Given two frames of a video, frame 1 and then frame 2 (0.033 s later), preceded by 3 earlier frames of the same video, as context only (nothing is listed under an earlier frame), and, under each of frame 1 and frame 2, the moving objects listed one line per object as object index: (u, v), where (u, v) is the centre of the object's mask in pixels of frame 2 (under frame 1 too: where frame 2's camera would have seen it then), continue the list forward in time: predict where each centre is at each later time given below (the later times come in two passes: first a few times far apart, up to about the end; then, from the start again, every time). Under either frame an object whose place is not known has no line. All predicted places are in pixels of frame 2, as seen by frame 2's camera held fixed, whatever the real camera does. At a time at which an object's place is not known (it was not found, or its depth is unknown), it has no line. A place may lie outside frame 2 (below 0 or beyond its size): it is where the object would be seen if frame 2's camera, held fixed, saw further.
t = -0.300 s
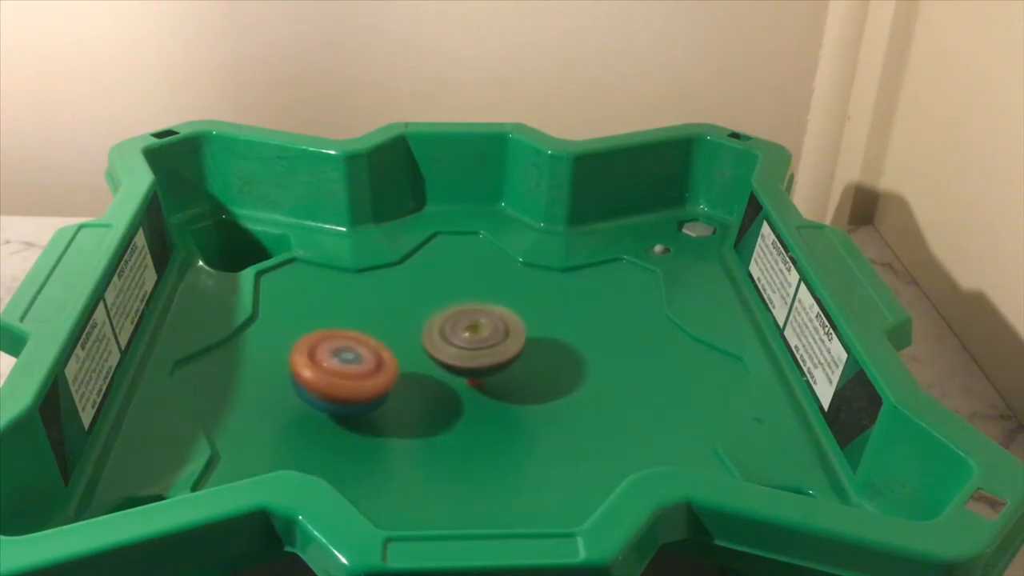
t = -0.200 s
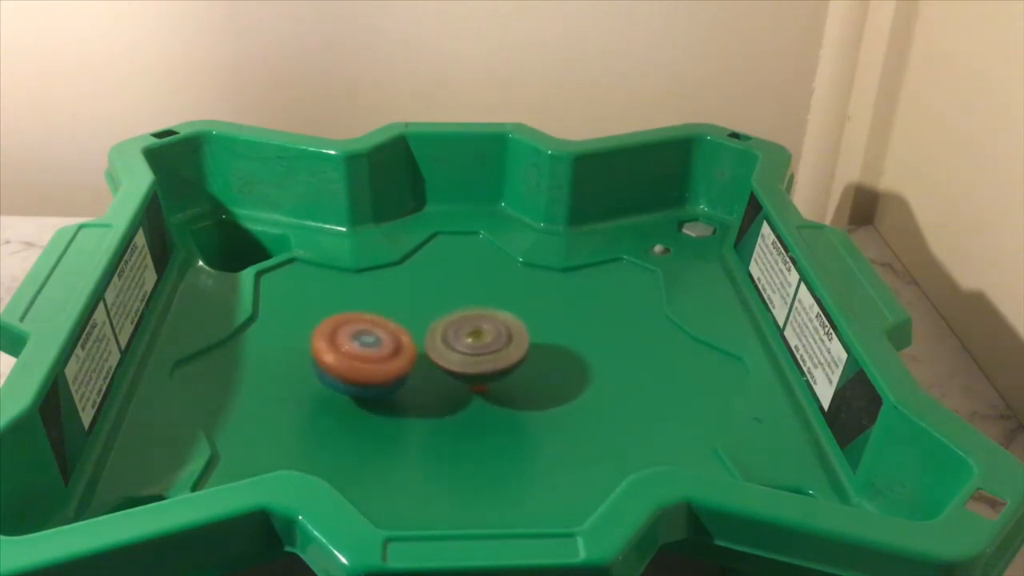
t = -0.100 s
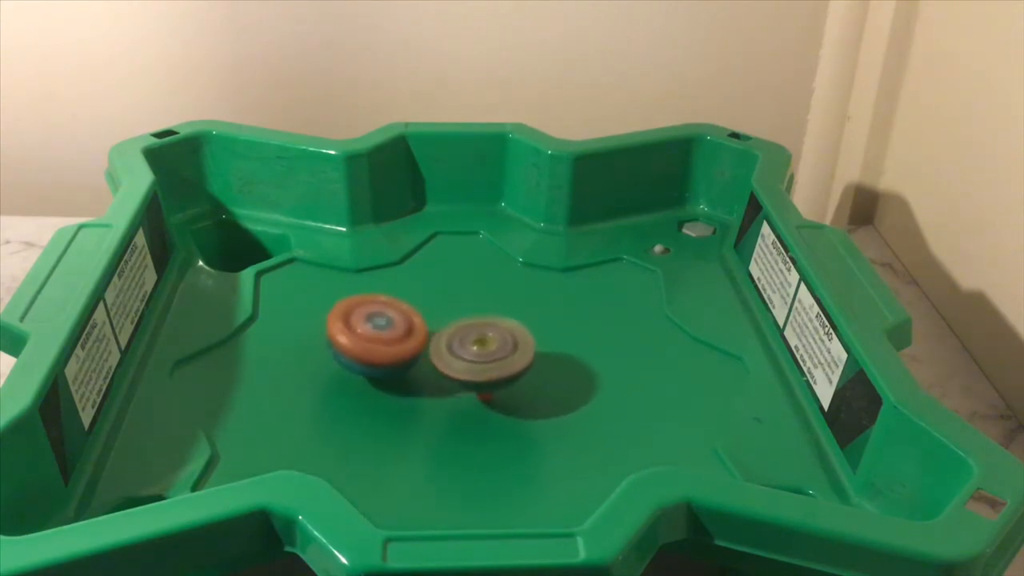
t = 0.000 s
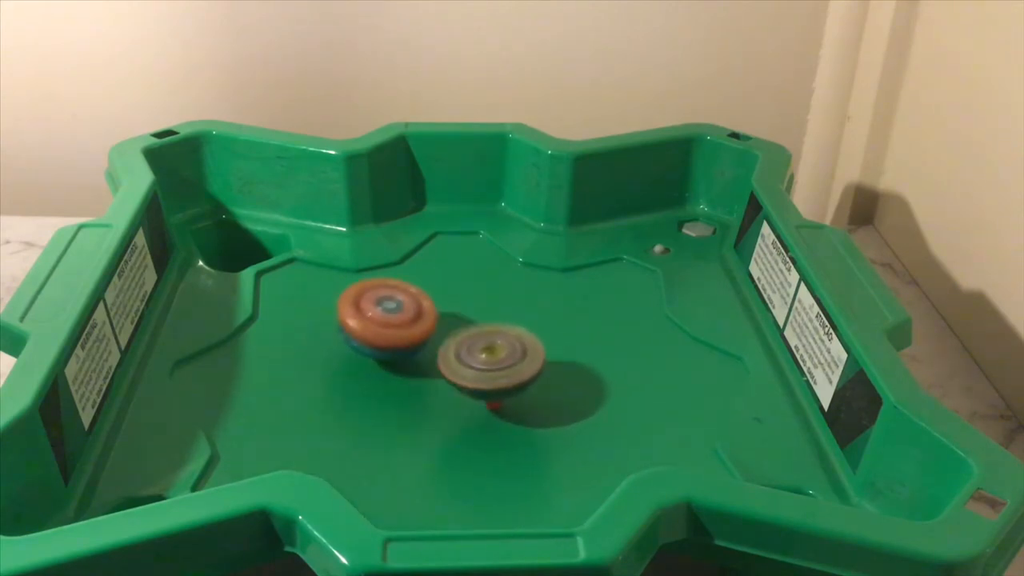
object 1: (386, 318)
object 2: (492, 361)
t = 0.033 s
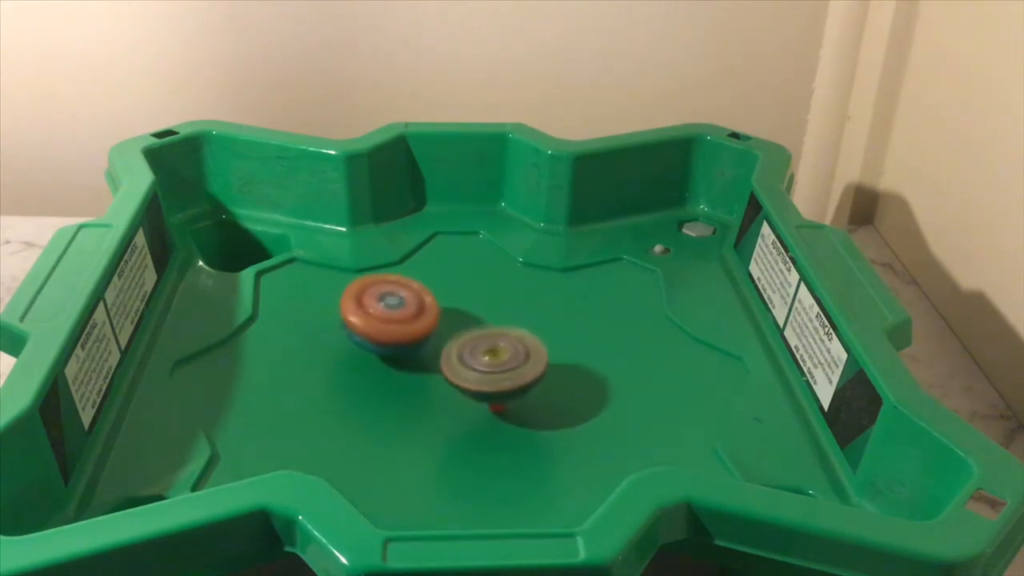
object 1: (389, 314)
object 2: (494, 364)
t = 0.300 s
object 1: (410, 304)
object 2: (506, 376)
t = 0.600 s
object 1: (486, 322)
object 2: (480, 386)
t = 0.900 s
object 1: (558, 328)
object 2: (436, 413)
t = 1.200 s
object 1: (546, 356)
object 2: (431, 407)
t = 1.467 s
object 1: (557, 397)
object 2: (369, 377)
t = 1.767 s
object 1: (535, 413)
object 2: (336, 355)
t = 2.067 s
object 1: (440, 415)
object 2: (389, 343)
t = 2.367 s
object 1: (367, 406)
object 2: (469, 325)
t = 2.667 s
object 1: (362, 383)
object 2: (514, 324)
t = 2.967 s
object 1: (395, 342)
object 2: (516, 355)
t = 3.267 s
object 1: (429, 321)
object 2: (495, 398)
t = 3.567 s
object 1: (472, 334)
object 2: (460, 417)
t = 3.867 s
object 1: (526, 365)
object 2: (423, 401)
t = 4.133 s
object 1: (540, 384)
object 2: (393, 364)
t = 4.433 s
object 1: (493, 402)
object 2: (386, 333)
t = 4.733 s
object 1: (418, 412)
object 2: (420, 333)
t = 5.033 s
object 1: (391, 402)
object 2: (494, 348)
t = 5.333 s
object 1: (396, 365)
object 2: (533, 363)
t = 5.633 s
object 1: (414, 335)
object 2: (508, 378)
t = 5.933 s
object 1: (444, 329)
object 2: (435, 395)
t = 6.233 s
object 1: (498, 361)
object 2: (395, 395)
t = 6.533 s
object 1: (525, 381)
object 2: (404, 373)
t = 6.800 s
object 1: (515, 397)
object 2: (418, 335)
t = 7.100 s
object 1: (463, 407)
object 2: (428, 319)
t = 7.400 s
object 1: (396, 401)
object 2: (464, 338)
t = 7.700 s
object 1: (378, 392)
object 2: (510, 364)
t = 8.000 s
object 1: (410, 361)
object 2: (511, 386)
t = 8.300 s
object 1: (449, 328)
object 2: (467, 397)
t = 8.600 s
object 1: (473, 331)
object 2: (407, 387)
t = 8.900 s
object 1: (502, 370)
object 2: (380, 365)
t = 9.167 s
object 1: (507, 399)
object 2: (400, 349)
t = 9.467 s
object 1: (474, 409)
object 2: (459, 337)
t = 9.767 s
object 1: (412, 404)
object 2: (506, 338)
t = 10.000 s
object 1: (388, 383)
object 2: (513, 354)
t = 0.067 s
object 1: (391, 310)
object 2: (497, 366)
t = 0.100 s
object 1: (393, 307)
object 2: (499, 367)
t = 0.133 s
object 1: (396, 305)
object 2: (501, 369)
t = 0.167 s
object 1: (398, 304)
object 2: (503, 371)
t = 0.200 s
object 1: (401, 303)
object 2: (505, 373)
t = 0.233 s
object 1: (403, 303)
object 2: (506, 374)
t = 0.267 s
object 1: (406, 304)
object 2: (506, 375)
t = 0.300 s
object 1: (410, 304)
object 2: (506, 376)
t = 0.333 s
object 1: (415, 306)
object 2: (505, 378)
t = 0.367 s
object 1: (420, 308)
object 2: (503, 379)
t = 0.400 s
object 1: (427, 311)
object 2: (501, 380)
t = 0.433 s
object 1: (435, 313)
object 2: (499, 381)
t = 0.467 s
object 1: (443, 315)
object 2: (496, 381)
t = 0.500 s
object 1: (452, 317)
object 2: (492, 383)
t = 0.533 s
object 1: (462, 318)
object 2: (489, 384)
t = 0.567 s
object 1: (473, 320)
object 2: (485, 385)
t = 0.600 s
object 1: (486, 322)
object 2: (480, 386)
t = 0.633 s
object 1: (498, 323)
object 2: (473, 387)
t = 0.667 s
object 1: (511, 326)
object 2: (465, 392)
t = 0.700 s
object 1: (522, 328)
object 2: (459, 396)
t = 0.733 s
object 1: (532, 329)
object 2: (455, 400)
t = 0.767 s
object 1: (540, 328)
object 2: (450, 403)
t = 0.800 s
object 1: (546, 327)
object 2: (446, 406)
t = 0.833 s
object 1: (552, 327)
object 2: (442, 409)
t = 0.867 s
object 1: (555, 328)
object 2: (439, 411)
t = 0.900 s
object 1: (558, 328)
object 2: (436, 413)
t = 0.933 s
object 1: (558, 328)
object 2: (434, 414)
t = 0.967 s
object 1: (559, 329)
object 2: (433, 415)
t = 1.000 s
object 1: (559, 331)
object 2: (433, 415)
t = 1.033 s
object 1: (559, 333)
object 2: (432, 415)
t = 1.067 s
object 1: (557, 335)
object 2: (432, 414)
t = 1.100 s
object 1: (555, 340)
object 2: (432, 414)
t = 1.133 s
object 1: (552, 343)
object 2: (432, 412)
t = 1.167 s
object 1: (549, 349)
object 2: (431, 410)
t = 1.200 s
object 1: (546, 356)
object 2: (431, 407)
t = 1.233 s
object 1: (541, 362)
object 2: (431, 403)
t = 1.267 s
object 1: (538, 369)
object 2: (430, 400)
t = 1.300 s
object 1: (536, 375)
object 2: (429, 395)
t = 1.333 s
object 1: (543, 382)
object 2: (411, 391)
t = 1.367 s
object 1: (549, 386)
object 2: (398, 388)
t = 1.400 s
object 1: (553, 390)
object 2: (387, 384)
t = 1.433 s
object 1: (555, 394)
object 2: (377, 381)
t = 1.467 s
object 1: (557, 397)
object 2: (369, 377)
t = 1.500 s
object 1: (558, 400)
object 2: (361, 374)
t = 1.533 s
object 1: (558, 402)
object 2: (354, 371)
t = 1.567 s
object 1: (557, 405)
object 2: (349, 368)
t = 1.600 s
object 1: (556, 407)
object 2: (345, 366)
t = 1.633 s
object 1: (554, 408)
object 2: (340, 363)
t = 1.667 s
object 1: (551, 410)
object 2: (338, 361)
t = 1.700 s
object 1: (546, 411)
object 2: (336, 359)
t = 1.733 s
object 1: (541, 412)
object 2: (336, 357)
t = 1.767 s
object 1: (535, 413)
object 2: (336, 355)
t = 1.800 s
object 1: (527, 414)
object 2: (338, 354)
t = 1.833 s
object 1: (519, 415)
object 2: (341, 353)
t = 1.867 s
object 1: (509, 415)
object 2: (345, 352)
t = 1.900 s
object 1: (498, 415)
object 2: (350, 351)
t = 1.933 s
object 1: (487, 416)
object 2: (356, 350)
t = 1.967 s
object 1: (475, 416)
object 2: (364, 348)
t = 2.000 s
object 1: (463, 416)
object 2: (371, 347)
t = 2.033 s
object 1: (452, 415)
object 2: (380, 345)
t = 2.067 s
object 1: (440, 415)
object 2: (389, 343)
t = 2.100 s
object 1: (429, 415)
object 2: (398, 340)
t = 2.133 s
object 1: (419, 415)
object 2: (407, 338)
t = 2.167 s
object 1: (409, 414)
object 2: (417, 336)
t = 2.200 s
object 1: (400, 413)
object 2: (427, 335)
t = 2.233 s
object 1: (391, 412)
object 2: (436, 333)
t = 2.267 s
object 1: (384, 411)
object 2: (444, 331)
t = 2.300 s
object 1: (377, 409)
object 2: (453, 329)
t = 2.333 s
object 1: (372, 408)
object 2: (461, 327)
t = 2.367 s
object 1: (367, 406)
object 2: (469, 325)
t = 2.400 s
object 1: (363, 404)
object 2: (476, 324)
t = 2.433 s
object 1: (361, 403)
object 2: (483, 323)
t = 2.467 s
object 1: (358, 401)
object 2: (489, 322)
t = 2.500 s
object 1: (357, 398)
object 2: (495, 322)
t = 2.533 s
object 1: (357, 395)
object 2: (499, 321)
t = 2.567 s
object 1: (357, 393)
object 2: (504, 321)
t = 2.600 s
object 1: (358, 390)
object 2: (508, 322)
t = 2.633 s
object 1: (360, 386)
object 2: (511, 323)
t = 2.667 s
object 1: (362, 383)
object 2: (514, 324)
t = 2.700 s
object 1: (365, 379)
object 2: (515, 326)
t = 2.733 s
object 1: (369, 374)
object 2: (516, 328)
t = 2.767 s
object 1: (373, 370)
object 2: (517, 330)
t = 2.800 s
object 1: (376, 365)
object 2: (518, 334)
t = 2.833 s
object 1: (380, 360)
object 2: (518, 337)
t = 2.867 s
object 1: (384, 355)
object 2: (519, 341)
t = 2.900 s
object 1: (388, 351)
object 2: (518, 345)
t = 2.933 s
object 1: (391, 346)
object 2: (518, 350)
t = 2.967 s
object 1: (395, 342)
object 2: (516, 355)
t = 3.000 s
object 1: (399, 338)
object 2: (515, 360)
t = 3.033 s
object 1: (403, 335)
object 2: (513, 365)
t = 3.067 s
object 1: (407, 331)
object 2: (511, 370)
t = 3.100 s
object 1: (410, 328)
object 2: (509, 375)
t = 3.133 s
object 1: (414, 326)
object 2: (507, 380)
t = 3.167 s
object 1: (418, 325)
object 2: (504, 385)
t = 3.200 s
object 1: (421, 323)
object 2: (501, 390)
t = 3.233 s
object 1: (425, 322)
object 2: (498, 394)
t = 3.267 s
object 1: (429, 321)
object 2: (495, 398)
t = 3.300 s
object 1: (432, 321)
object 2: (492, 402)
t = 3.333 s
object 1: (436, 321)
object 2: (488, 406)
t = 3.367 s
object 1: (441, 322)
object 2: (484, 408)
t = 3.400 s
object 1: (445, 324)
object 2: (480, 411)
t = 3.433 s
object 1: (450, 325)
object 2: (476, 413)
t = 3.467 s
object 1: (455, 327)
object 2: (472, 415)
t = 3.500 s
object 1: (460, 329)
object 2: (468, 416)
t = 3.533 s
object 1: (466, 331)
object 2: (464, 417)
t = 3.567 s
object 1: (472, 334)
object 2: (460, 417)
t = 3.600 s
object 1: (478, 336)
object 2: (456, 418)
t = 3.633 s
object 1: (485, 340)
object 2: (453, 417)
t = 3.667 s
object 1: (492, 343)
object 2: (449, 416)
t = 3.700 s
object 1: (498, 346)
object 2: (445, 415)
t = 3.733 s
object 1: (505, 350)
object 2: (441, 413)
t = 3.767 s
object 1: (511, 354)
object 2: (437, 411)
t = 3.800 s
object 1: (517, 358)
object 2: (432, 408)
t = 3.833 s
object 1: (522, 362)
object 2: (428, 405)
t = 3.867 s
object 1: (526, 365)
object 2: (423, 401)
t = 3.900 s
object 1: (531, 368)
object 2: (419, 397)
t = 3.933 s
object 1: (535, 370)
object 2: (415, 393)
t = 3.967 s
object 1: (538, 373)
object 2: (411, 388)
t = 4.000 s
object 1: (539, 376)
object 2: (407, 384)
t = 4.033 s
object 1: (541, 378)
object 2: (403, 379)
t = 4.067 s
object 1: (542, 380)
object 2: (400, 374)
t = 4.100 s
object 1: (541, 382)
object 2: (397, 369)
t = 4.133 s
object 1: (540, 384)
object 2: (393, 364)
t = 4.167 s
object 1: (538, 386)
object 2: (391, 359)
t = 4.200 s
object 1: (536, 388)
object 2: (388, 355)
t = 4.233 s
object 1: (533, 390)
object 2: (387, 350)
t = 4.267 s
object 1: (529, 392)
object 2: (385, 346)
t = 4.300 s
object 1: (523, 394)
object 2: (385, 343)
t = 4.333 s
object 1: (517, 396)
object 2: (384, 339)
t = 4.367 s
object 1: (510, 398)
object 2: (384, 337)
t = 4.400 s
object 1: (502, 400)
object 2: (385, 334)
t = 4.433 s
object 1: (493, 402)
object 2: (386, 333)
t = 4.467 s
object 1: (484, 404)
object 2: (387, 332)
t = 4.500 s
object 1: (475, 406)
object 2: (389, 331)
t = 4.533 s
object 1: (466, 407)
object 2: (392, 330)
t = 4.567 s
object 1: (457, 409)
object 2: (394, 330)
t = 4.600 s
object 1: (448, 410)
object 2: (398, 330)
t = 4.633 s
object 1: (440, 411)
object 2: (402, 331)
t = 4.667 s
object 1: (432, 412)
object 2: (407, 331)
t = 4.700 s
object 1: (425, 412)
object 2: (413, 331)
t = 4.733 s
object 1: (418, 412)
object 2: (420, 333)
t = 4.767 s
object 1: (412, 412)
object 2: (427, 334)
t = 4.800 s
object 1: (406, 411)
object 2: (436, 335)
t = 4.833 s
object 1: (403, 411)
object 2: (444, 337)
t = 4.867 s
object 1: (400, 410)
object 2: (452, 339)
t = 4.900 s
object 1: (397, 409)
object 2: (461, 341)
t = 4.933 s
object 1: (395, 407)
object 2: (469, 343)
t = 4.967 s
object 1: (393, 406)
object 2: (478, 345)
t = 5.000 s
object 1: (392, 404)
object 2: (486, 346)
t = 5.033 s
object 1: (391, 402)
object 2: (494, 348)
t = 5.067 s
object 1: (390, 399)
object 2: (500, 350)
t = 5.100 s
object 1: (389, 395)
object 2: (507, 352)
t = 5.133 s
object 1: (389, 391)
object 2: (513, 353)
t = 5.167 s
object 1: (390, 388)
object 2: (519, 355)
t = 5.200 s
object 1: (391, 384)
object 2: (523, 357)
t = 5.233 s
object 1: (392, 379)
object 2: (527, 358)
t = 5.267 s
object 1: (393, 375)
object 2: (531, 360)
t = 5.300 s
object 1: (395, 370)
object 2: (533, 361)
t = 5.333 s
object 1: (396, 365)
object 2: (533, 363)
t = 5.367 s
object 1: (397, 360)
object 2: (534, 364)
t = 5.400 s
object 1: (400, 356)
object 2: (534, 365)
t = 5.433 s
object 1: (401, 352)
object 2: (532, 367)
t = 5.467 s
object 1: (403, 348)
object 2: (530, 368)
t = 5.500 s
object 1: (405, 345)
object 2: (528, 370)
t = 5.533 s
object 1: (407, 341)
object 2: (525, 372)
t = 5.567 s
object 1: (409, 338)
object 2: (521, 374)
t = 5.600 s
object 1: (412, 336)
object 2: (515, 376)
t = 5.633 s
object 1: (414, 335)
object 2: (508, 378)
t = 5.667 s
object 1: (416, 333)
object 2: (501, 381)
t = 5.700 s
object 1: (418, 332)
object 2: (493, 383)
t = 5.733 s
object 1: (421, 330)
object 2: (485, 385)
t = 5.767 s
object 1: (423, 329)
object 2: (477, 387)
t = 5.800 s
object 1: (426, 328)
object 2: (469, 389)
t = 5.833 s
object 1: (430, 327)
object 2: (460, 391)
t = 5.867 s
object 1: (434, 327)
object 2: (451, 393)
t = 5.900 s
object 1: (439, 328)
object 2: (443, 394)
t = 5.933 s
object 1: (444, 329)
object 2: (435, 395)
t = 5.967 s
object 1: (450, 331)
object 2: (427, 396)
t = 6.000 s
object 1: (456, 334)
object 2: (419, 397)
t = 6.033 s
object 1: (463, 338)
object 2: (413, 397)
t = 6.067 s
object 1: (469, 340)
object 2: (407, 397)
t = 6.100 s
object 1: (476, 348)
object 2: (403, 397)
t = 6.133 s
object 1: (482, 352)
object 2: (399, 397)
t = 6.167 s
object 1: (487, 355)
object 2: (397, 396)
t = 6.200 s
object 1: (493, 358)
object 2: (395, 395)
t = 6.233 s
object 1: (498, 361)
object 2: (395, 395)
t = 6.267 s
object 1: (504, 363)
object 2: (394, 394)
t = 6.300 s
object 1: (509, 366)
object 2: (393, 392)
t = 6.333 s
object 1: (514, 369)
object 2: (393, 390)
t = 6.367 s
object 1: (518, 371)
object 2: (394, 388)
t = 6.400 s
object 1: (521, 374)
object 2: (395, 386)
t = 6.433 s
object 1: (523, 376)
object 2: (397, 383)
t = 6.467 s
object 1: (525, 378)
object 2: (399, 380)
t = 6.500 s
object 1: (525, 379)
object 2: (401, 376)
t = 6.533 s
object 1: (525, 381)
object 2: (404, 373)
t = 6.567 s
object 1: (525, 383)
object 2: (408, 369)
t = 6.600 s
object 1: (524, 384)
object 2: (412, 365)
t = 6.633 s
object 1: (523, 386)
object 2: (415, 360)
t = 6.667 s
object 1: (522, 388)
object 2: (417, 355)
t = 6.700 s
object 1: (522, 391)
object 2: (416, 349)
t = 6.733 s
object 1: (520, 393)
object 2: (417, 344)
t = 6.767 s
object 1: (518, 395)
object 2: (417, 339)
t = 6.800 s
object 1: (515, 397)
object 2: (418, 335)
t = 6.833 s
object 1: (511, 399)
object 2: (419, 331)
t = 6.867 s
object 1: (507, 401)
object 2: (420, 327)
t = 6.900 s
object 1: (503, 402)
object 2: (421, 324)
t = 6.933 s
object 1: (498, 404)
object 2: (423, 322)
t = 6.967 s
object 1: (491, 405)
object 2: (424, 320)
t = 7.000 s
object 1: (484, 406)
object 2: (425, 319)
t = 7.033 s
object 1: (478, 407)
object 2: (426, 319)
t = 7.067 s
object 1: (470, 407)
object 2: (427, 319)
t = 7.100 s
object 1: (463, 407)
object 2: (428, 319)
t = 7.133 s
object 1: (455, 407)
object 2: (430, 320)
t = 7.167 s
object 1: (447, 407)
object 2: (431, 321)
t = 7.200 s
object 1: (439, 406)
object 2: (434, 322)
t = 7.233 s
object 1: (432, 405)
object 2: (437, 324)
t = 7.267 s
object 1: (426, 404)
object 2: (441, 327)
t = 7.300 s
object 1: (419, 402)
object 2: (446, 330)
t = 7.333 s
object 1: (412, 401)
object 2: (451, 333)
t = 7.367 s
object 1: (403, 401)
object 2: (458, 335)
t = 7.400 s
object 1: (396, 401)
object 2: (464, 338)
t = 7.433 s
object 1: (391, 401)
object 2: (470, 341)
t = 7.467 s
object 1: (386, 400)
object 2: (476, 343)
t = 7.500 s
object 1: (383, 400)
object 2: (482, 346)
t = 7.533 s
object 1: (381, 399)
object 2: (487, 349)
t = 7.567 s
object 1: (379, 398)
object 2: (492, 352)
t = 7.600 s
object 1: (378, 397)
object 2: (497, 354)
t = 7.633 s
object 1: (377, 395)
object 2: (502, 358)
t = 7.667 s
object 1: (377, 394)
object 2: (506, 361)
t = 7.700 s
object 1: (378, 392)
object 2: (510, 364)
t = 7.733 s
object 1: (379, 389)
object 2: (512, 367)
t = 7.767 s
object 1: (381, 387)
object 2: (514, 369)
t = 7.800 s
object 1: (384, 384)
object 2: (515, 372)
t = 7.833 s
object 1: (388, 380)
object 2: (516, 375)
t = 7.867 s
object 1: (392, 376)
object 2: (517, 377)
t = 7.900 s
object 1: (396, 373)
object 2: (517, 379)
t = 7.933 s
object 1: (401, 369)
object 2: (515, 381)
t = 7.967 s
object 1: (406, 365)
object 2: (514, 384)
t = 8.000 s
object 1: (410, 361)
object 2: (511, 386)
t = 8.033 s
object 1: (414, 357)
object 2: (509, 388)
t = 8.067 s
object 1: (419, 352)
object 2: (505, 390)
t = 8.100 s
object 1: (423, 348)
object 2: (501, 392)
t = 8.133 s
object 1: (427, 344)
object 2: (496, 393)
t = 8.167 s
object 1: (431, 339)
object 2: (491, 394)
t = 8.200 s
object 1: (436, 336)
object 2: (486, 396)
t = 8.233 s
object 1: (441, 332)
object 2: (481, 396)
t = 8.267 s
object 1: (445, 330)
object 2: (474, 397)
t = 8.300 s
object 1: (449, 328)
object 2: (467, 397)
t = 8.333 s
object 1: (453, 326)
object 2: (459, 396)
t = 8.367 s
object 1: (456, 326)
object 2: (452, 396)
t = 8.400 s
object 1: (458, 325)
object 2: (444, 395)
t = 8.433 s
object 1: (460, 325)
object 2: (438, 395)
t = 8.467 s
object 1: (463, 325)
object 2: (431, 394)
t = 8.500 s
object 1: (465, 326)
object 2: (424, 393)
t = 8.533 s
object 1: (468, 327)
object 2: (418, 391)
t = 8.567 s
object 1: (471, 329)
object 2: (412, 389)
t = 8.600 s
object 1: (473, 331)
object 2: (407, 387)
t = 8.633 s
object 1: (477, 339)
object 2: (403, 384)
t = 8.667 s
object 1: (480, 341)
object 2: (399, 382)
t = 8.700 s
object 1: (482, 343)
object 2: (396, 379)
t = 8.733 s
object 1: (487, 350)
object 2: (392, 377)
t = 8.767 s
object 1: (489, 354)
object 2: (388, 374)
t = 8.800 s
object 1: (493, 358)
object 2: (385, 371)
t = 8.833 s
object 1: (496, 362)
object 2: (382, 369)
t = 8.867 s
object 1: (500, 366)
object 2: (381, 367)
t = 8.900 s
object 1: (502, 370)
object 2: (380, 365)
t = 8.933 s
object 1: (505, 375)
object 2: (380, 363)
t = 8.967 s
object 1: (506, 379)
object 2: (381, 361)
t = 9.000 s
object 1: (508, 383)
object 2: (383, 359)
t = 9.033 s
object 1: (509, 386)
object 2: (384, 356)
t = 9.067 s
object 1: (509, 390)
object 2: (387, 354)
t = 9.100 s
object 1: (509, 393)
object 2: (391, 352)
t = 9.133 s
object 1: (509, 396)
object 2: (395, 351)
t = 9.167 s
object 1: (507, 399)
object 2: (400, 349)
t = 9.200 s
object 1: (505, 401)
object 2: (405, 347)
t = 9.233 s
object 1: (504, 403)
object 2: (411, 346)
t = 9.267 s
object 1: (501, 405)
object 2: (417, 345)
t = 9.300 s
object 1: (498, 407)
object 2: (424, 344)
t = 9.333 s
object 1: (494, 407)
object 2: (430, 342)
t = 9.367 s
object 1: (490, 408)
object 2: (437, 340)
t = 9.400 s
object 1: (485, 409)
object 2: (444, 339)
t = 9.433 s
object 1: (480, 409)
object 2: (451, 338)
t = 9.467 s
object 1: (474, 409)
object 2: (459, 337)
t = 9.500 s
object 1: (466, 410)
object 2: (467, 336)
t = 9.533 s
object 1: (459, 410)
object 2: (474, 335)
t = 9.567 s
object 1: (451, 411)
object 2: (479, 335)
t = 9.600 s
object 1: (444, 410)
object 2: (484, 335)
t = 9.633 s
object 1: (437, 410)
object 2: (490, 335)
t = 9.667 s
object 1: (430, 409)
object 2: (495, 335)
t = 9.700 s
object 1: (423, 407)
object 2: (499, 336)
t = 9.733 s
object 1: (417, 406)
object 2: (503, 337)
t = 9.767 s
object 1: (412, 404)
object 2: (506, 338)
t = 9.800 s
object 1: (407, 401)
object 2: (509, 340)
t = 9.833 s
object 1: (403, 399)
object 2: (511, 341)
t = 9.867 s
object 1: (399, 396)
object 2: (513, 344)
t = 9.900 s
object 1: (395, 393)
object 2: (513, 345)
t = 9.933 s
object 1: (392, 390)
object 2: (514, 348)
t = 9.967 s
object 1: (390, 386)
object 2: (513, 351)
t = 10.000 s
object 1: (388, 383)
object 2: (513, 354)
